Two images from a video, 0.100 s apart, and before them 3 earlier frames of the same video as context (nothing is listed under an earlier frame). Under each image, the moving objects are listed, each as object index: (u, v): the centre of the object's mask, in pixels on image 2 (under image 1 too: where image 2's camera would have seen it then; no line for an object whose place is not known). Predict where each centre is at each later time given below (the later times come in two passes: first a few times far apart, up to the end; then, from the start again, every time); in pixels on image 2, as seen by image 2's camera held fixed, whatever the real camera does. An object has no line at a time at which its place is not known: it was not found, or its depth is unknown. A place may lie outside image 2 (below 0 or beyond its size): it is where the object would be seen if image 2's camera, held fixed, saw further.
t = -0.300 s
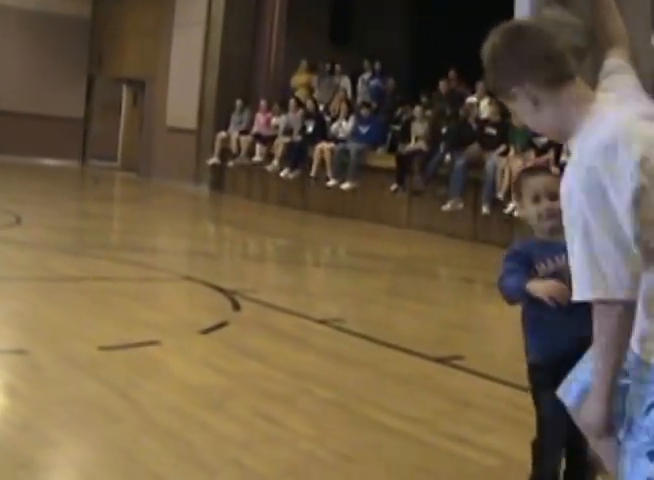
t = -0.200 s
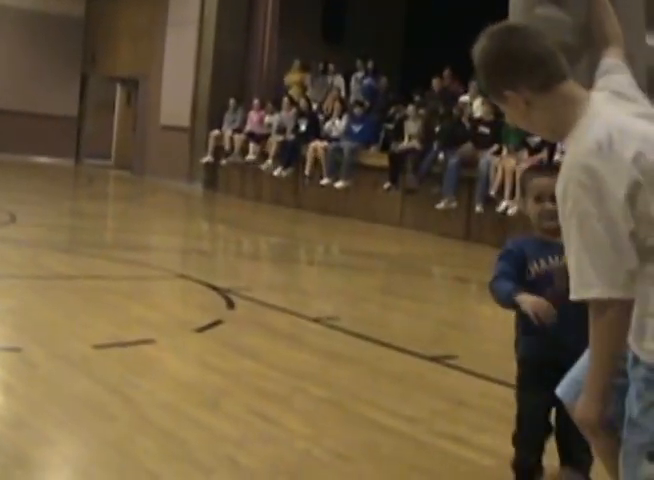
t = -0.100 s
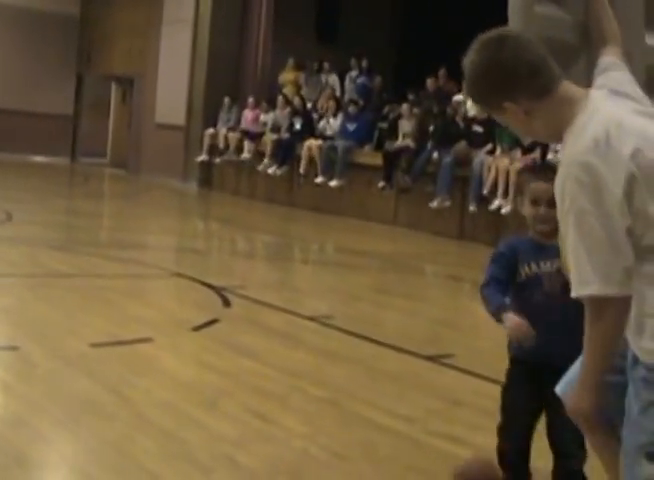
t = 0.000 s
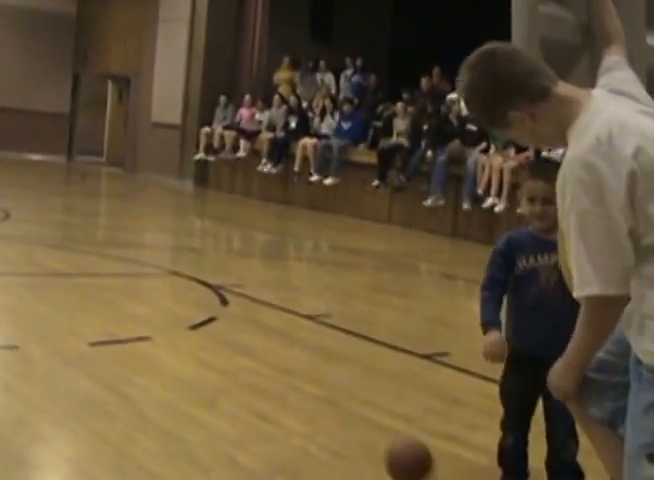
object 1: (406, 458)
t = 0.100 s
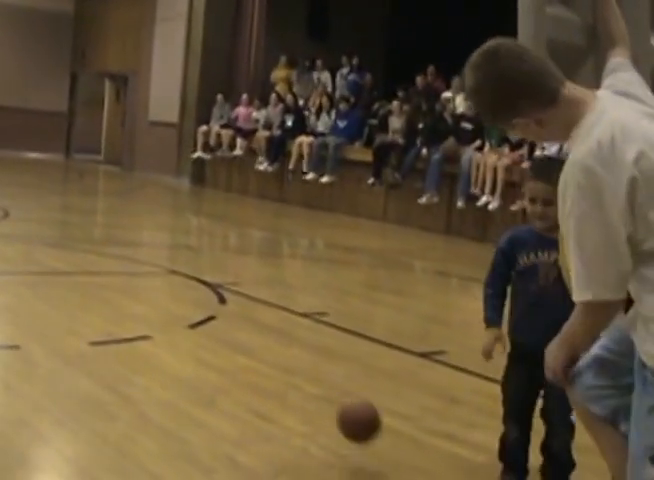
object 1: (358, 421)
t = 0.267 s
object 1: (286, 421)
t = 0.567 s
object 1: (194, 365)
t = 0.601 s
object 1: (186, 359)
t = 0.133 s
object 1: (343, 413)
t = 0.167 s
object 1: (327, 412)
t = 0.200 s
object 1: (313, 414)
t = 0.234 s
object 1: (299, 419)
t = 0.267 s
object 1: (286, 421)
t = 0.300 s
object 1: (274, 405)
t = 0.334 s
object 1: (263, 393)
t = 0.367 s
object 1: (252, 386)
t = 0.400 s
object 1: (241, 381)
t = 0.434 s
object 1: (231, 379)
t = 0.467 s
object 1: (221, 380)
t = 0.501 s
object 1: (211, 383)
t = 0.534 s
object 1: (202, 377)
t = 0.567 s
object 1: (194, 365)
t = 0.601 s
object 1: (186, 359)
